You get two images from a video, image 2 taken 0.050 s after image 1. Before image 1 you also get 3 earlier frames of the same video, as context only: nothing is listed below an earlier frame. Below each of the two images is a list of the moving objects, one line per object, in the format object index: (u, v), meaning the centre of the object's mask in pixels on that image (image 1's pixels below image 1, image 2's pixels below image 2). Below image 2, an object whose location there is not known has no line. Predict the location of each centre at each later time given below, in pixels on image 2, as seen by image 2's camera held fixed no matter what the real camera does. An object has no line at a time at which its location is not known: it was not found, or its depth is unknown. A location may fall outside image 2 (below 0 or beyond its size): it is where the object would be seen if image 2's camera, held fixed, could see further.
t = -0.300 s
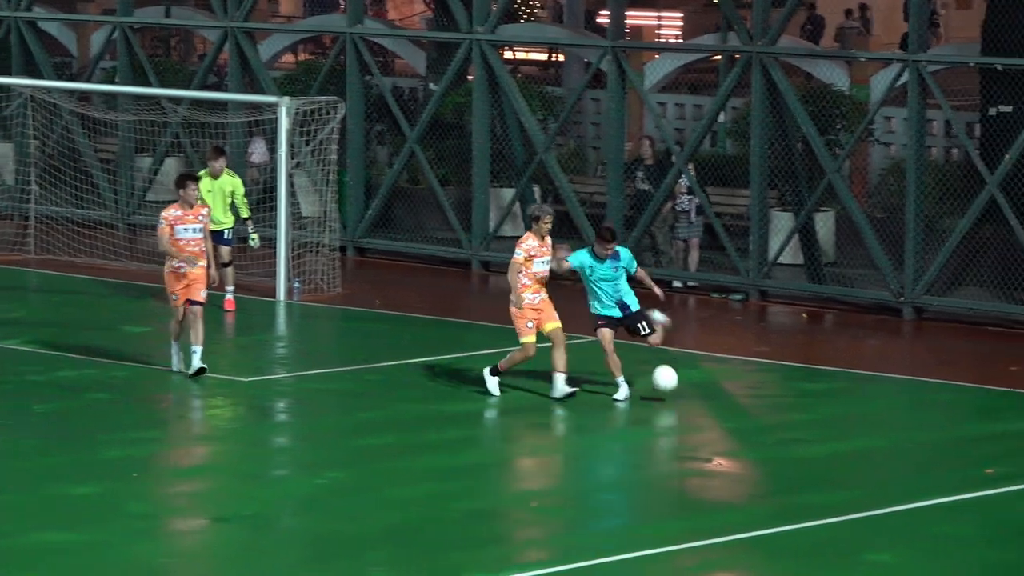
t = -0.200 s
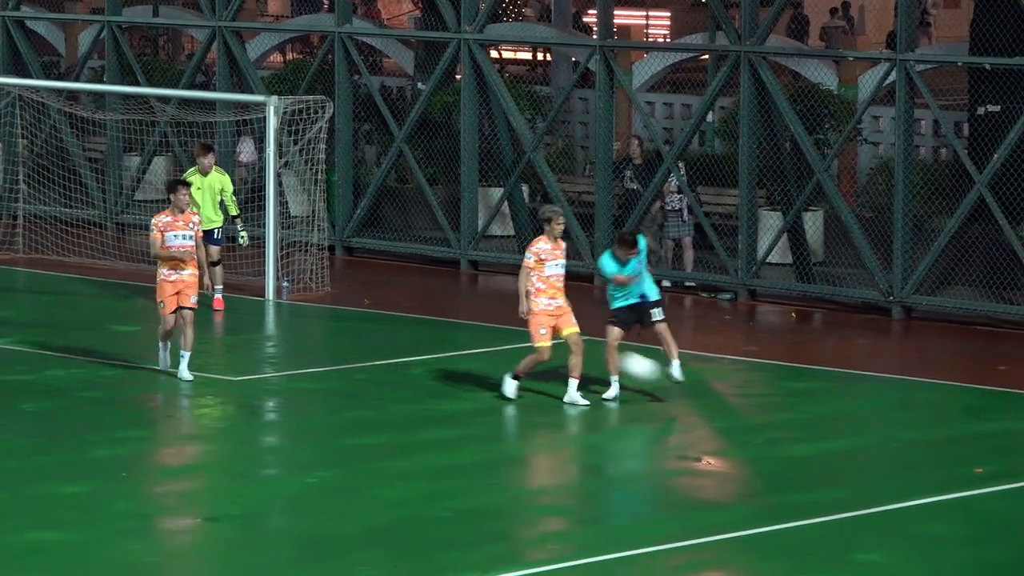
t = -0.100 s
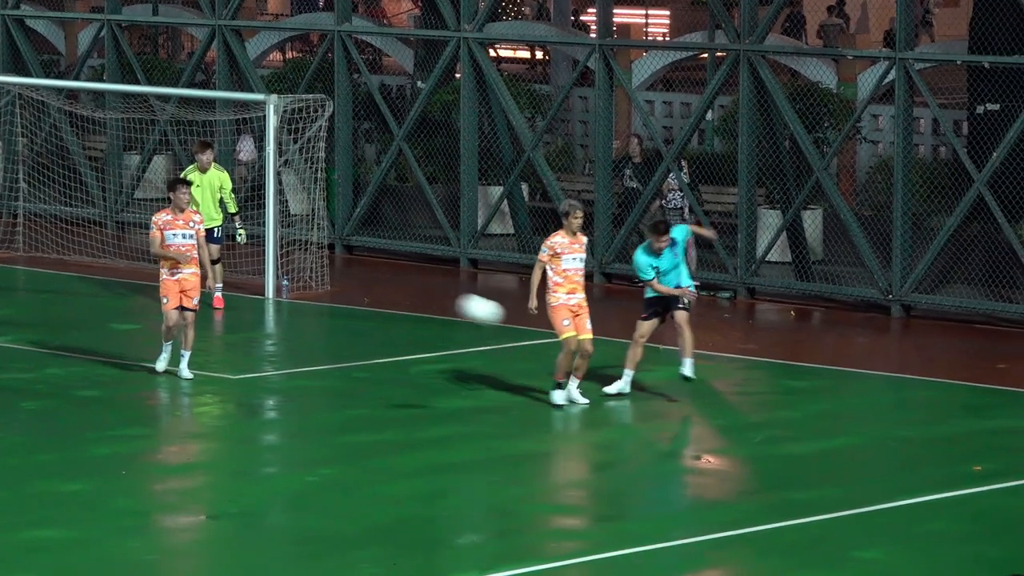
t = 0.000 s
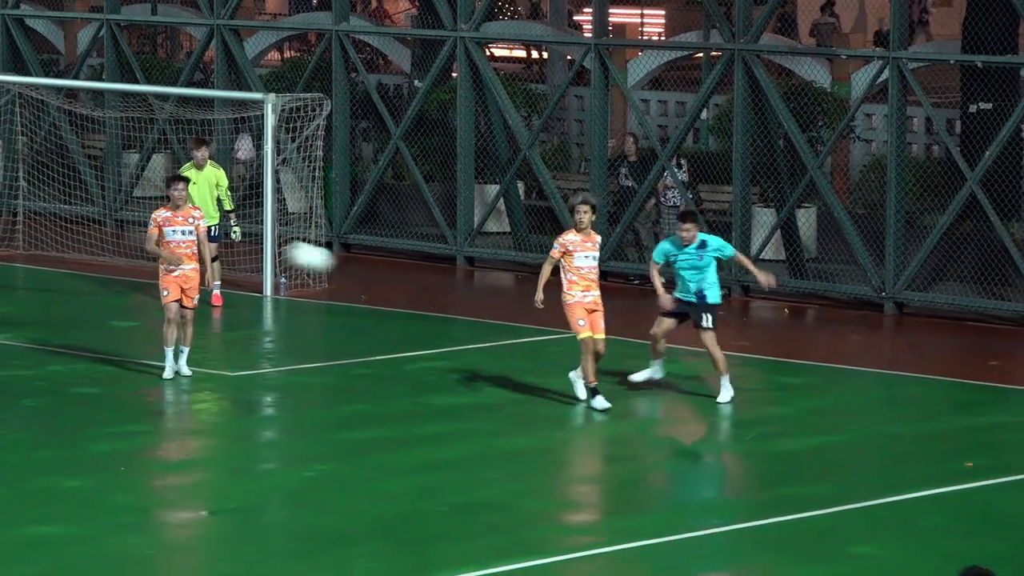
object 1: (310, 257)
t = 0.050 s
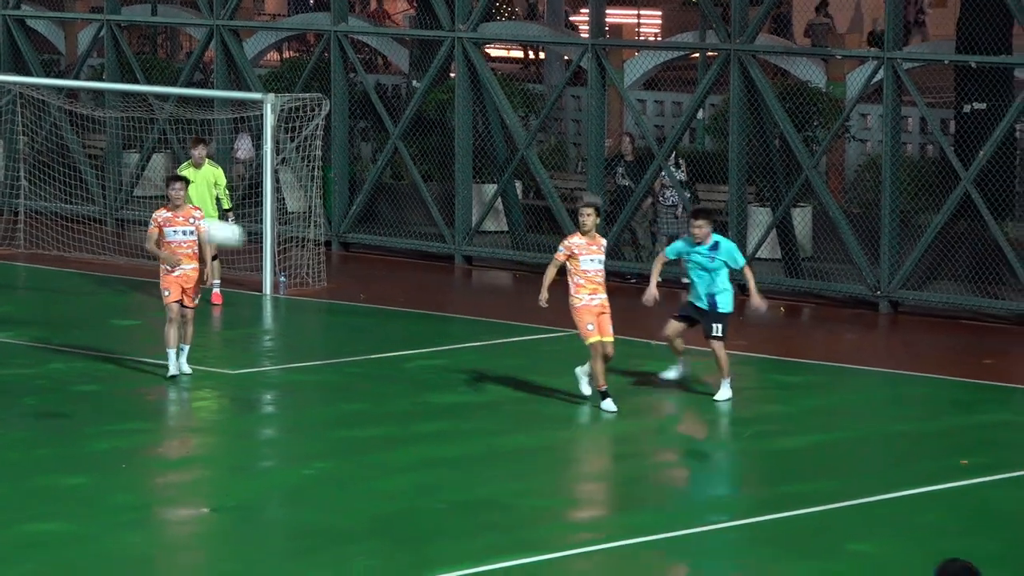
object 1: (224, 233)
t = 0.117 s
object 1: (98, 205)
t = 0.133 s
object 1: (67, 199)
